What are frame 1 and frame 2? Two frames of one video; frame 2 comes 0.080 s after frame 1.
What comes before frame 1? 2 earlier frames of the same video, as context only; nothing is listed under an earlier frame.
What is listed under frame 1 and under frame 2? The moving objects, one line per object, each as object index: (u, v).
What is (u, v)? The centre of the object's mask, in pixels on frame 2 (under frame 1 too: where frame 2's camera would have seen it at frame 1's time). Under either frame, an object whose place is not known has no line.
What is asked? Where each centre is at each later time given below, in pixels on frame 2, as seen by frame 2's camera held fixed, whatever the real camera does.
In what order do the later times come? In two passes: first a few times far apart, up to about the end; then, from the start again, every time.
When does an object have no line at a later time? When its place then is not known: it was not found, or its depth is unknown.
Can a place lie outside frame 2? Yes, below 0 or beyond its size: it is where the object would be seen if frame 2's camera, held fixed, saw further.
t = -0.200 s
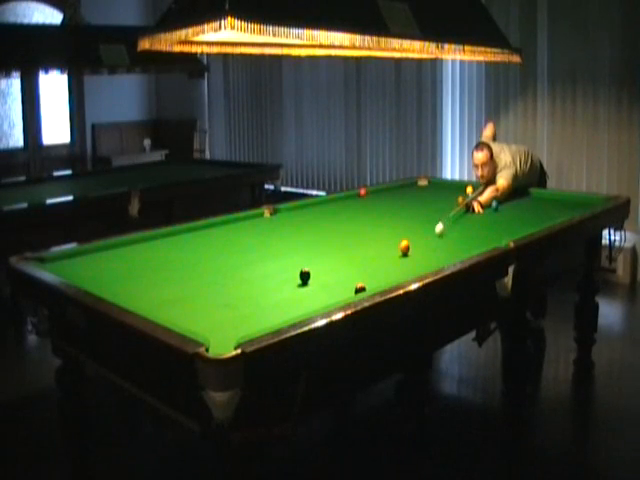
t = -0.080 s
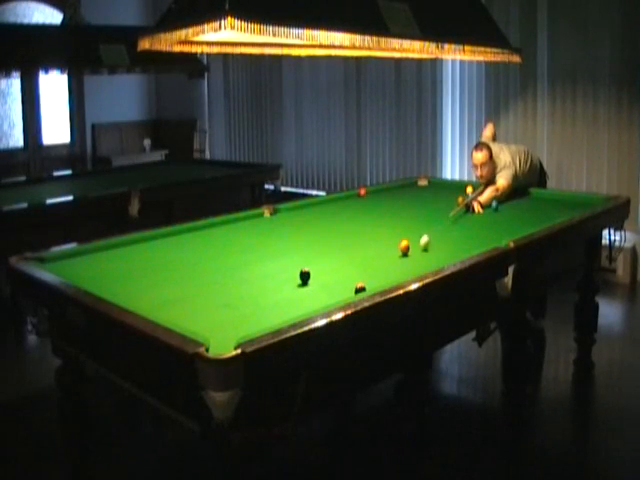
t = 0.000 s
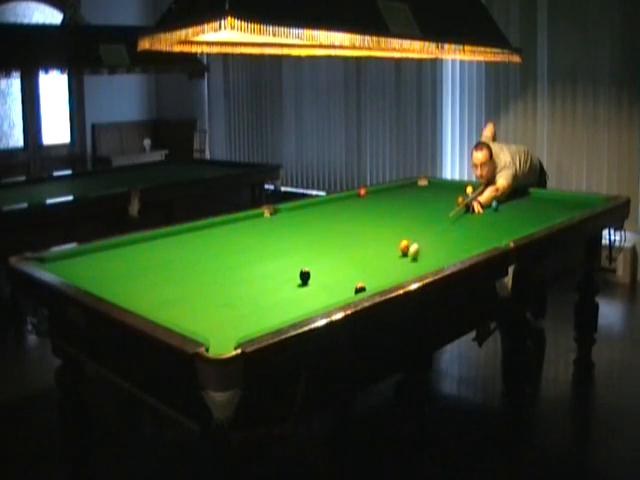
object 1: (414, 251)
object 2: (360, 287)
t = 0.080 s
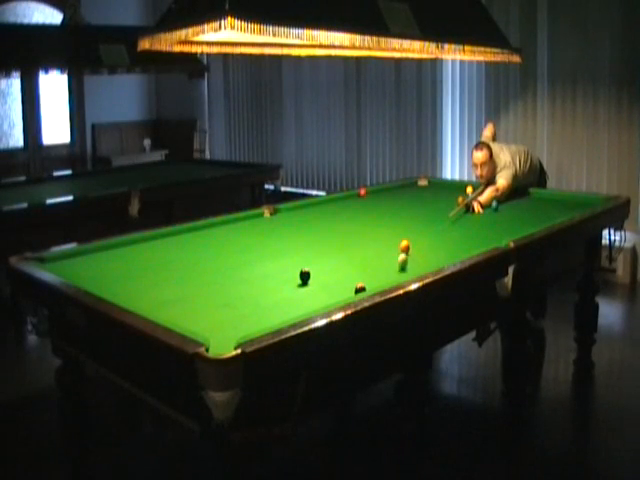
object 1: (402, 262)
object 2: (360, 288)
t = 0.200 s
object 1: (382, 276)
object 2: (360, 288)
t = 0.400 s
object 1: (348, 289)
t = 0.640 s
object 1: (296, 299)
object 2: (241, 332)
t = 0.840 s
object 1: (252, 306)
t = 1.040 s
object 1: (206, 313)
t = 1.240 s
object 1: (169, 314)
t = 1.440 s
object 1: (174, 304)
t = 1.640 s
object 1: (178, 294)
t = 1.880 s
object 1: (182, 282)
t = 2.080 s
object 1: (185, 274)
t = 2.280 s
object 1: (188, 267)
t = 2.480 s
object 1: (190, 260)
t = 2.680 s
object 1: (193, 254)
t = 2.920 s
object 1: (195, 248)
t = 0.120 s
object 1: (396, 267)
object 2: (360, 288)
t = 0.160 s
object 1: (389, 272)
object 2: (360, 288)
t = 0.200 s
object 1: (382, 276)
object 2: (360, 288)
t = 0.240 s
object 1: (374, 281)
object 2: (359, 288)
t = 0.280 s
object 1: (369, 285)
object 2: (357, 289)
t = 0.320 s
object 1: (364, 286)
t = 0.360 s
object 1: (356, 288)
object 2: (330, 299)
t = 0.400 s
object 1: (348, 289)
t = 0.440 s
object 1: (340, 291)
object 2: (304, 309)
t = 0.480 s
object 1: (331, 293)
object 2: (291, 313)
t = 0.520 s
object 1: (323, 294)
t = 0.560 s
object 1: (314, 296)
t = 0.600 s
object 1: (305, 298)
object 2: (254, 327)
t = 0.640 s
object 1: (296, 299)
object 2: (241, 332)
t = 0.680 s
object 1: (287, 300)
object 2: (228, 341)
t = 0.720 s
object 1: (279, 302)
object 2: (217, 345)
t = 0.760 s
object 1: (270, 303)
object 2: (226, 348)
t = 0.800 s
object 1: (261, 305)
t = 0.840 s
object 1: (252, 306)
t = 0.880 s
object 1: (243, 307)
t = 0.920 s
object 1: (233, 309)
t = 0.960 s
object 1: (224, 310)
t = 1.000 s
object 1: (215, 312)
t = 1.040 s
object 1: (206, 313)
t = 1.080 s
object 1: (197, 314)
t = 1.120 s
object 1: (187, 316)
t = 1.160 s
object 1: (179, 315)
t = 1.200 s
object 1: (170, 315)
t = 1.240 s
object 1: (169, 314)
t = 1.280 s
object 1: (171, 312)
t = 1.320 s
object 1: (171, 311)
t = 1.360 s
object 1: (172, 309)
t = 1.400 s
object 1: (173, 307)
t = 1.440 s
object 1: (174, 304)
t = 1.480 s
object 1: (175, 302)
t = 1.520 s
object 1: (175, 300)
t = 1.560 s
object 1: (176, 298)
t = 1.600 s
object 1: (177, 296)
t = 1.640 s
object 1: (178, 294)
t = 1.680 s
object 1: (179, 292)
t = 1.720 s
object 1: (179, 290)
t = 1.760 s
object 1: (180, 288)
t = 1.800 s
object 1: (181, 286)
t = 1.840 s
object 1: (182, 284)
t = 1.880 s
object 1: (182, 282)
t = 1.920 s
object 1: (183, 280)
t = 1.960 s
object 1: (184, 279)
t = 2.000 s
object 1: (184, 277)
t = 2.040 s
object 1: (185, 275)
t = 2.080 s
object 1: (185, 274)
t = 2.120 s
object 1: (186, 272)
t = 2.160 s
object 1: (187, 271)
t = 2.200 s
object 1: (187, 269)
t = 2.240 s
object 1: (188, 268)
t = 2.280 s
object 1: (188, 267)
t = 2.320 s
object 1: (189, 265)
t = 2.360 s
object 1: (189, 264)
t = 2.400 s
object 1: (190, 262)
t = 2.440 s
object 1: (190, 261)
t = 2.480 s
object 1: (190, 260)
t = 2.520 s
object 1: (191, 259)
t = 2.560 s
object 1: (191, 258)
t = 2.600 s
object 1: (192, 256)
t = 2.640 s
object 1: (192, 255)
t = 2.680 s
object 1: (193, 254)
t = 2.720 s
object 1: (193, 253)
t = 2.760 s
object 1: (193, 252)
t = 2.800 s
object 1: (194, 251)
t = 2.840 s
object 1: (194, 250)
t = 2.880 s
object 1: (194, 249)
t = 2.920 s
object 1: (195, 248)
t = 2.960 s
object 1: (195, 247)
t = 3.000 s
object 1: (195, 246)
